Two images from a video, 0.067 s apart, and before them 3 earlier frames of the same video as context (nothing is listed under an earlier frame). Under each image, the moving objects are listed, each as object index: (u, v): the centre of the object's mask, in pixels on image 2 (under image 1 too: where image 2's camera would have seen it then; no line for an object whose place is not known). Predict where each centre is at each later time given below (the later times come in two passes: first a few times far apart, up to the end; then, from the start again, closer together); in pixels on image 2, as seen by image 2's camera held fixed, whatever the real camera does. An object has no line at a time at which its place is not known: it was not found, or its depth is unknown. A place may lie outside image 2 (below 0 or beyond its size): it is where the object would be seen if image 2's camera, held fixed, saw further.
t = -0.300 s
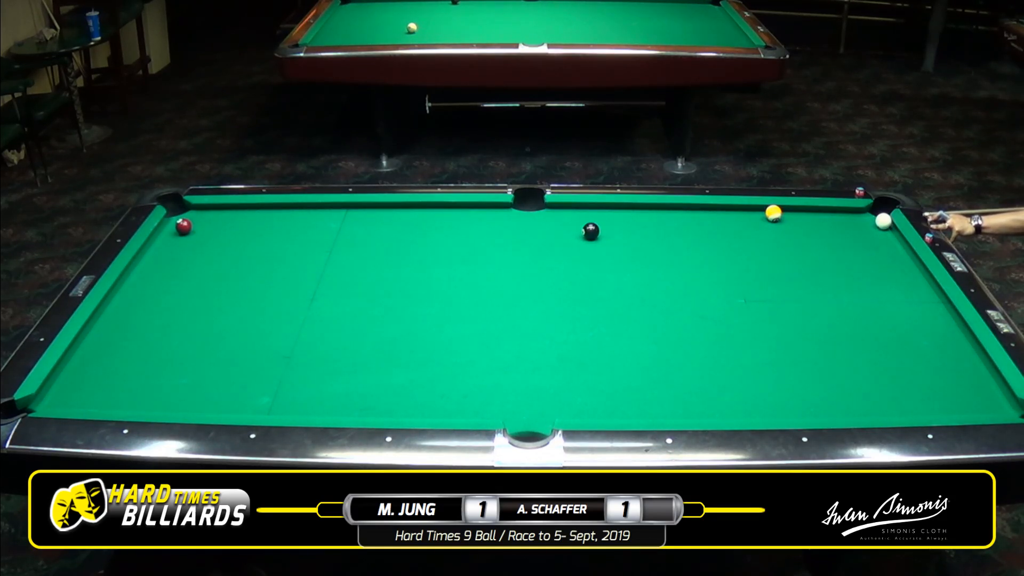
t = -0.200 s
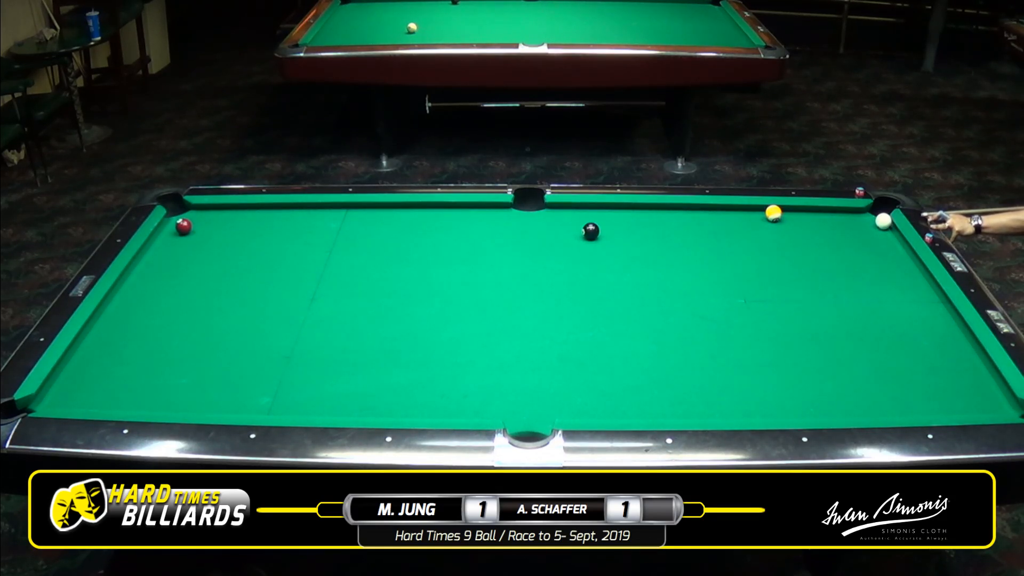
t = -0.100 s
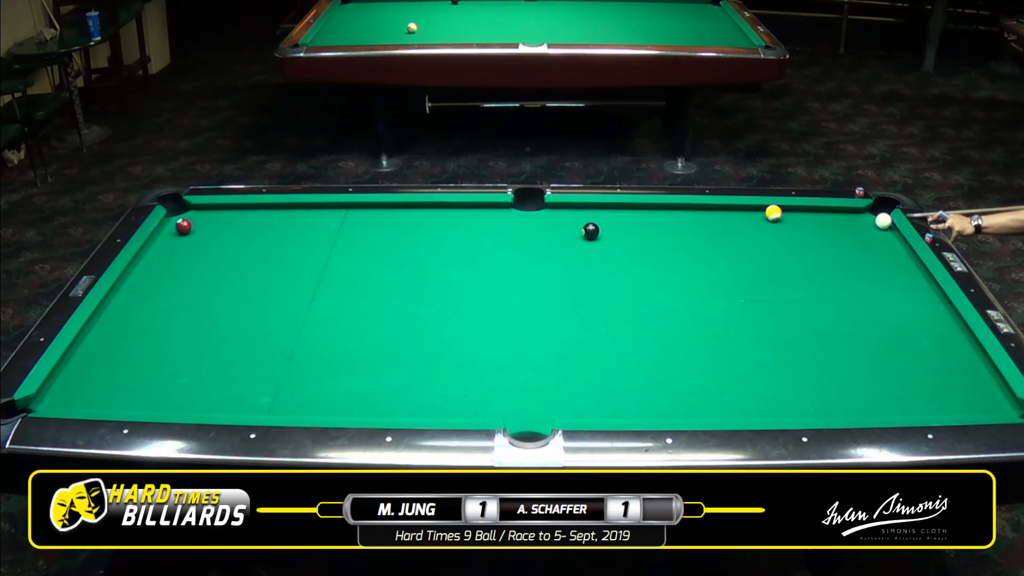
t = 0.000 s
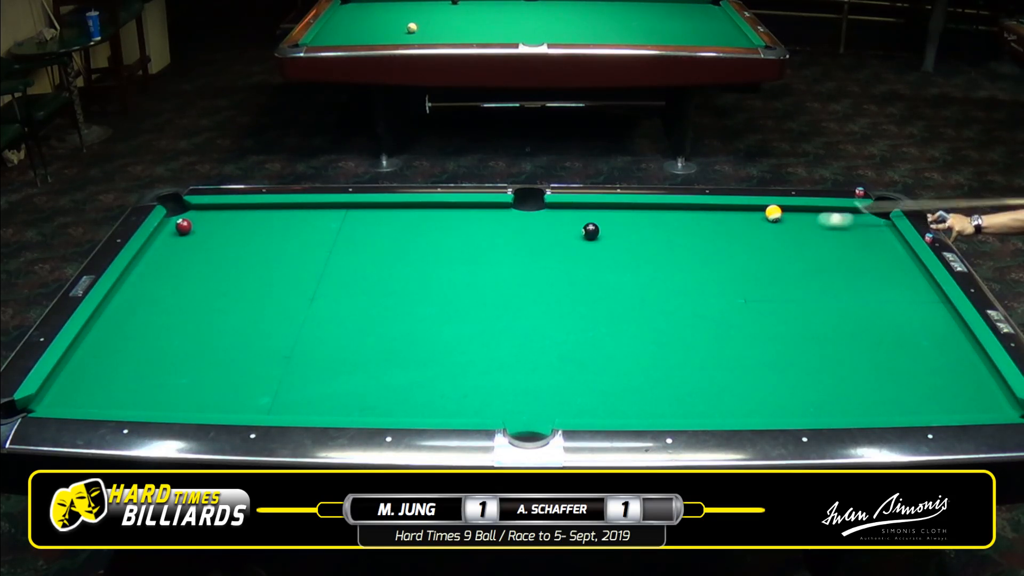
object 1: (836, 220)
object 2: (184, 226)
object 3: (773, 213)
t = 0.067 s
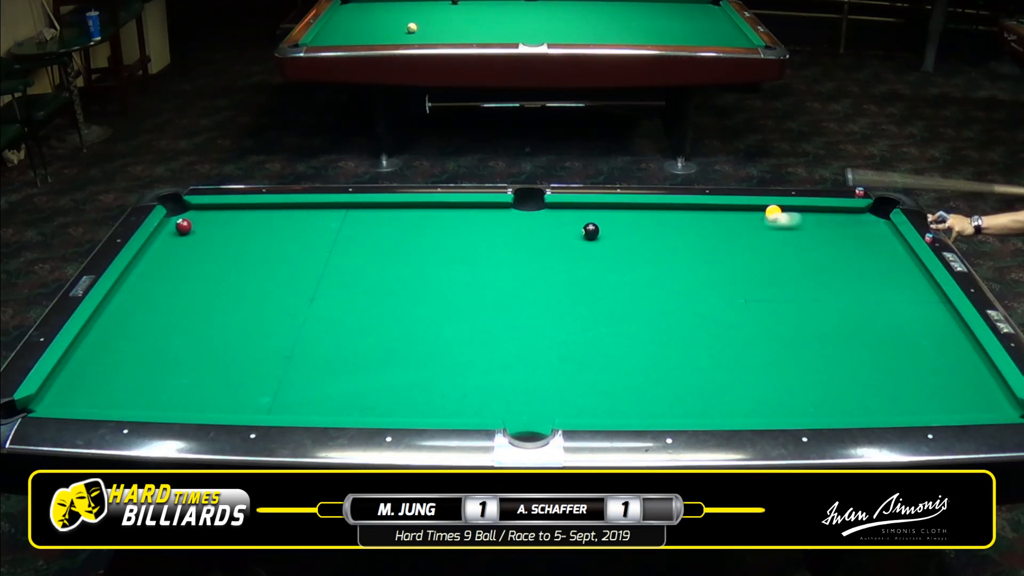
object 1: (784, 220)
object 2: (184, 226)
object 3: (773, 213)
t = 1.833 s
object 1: (233, 256)
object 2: (550, 218)
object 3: (773, 213)
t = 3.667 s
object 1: (389, 290)
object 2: (901, 256)
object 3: (863, 229)
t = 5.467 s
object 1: (472, 309)
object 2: (863, 283)
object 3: (788, 251)
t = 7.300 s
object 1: (481, 312)
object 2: (852, 287)
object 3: (768, 257)
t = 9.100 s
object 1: (481, 310)
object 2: (852, 287)
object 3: (768, 257)
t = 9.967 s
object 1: (481, 309)
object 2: (853, 287)
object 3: (768, 257)
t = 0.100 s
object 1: (753, 220)
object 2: (184, 226)
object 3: (773, 213)
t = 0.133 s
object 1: (729, 220)
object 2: (184, 226)
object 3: (773, 213)
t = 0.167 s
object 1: (701, 220)
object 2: (184, 226)
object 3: (773, 213)
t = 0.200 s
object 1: (673, 221)
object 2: (183, 226)
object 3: (773, 213)
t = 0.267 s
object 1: (617, 221)
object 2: (184, 226)
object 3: (773, 213)
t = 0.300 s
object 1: (589, 219)
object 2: (184, 226)
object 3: (773, 213)
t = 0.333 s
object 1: (561, 221)
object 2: (184, 226)
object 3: (773, 213)
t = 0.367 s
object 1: (532, 221)
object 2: (184, 226)
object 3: (773, 213)
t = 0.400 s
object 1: (504, 222)
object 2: (184, 226)
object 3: (773, 213)
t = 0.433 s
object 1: (475, 222)
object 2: (184, 226)
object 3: (773, 213)
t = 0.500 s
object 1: (418, 223)
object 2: (184, 226)
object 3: (773, 213)
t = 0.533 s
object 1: (390, 223)
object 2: (184, 226)
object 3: (773, 213)
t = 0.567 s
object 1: (362, 224)
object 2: (183, 226)
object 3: (773, 213)
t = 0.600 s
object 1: (334, 224)
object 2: (184, 226)
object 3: (773, 213)
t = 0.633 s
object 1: (307, 225)
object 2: (183, 226)
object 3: (773, 213)
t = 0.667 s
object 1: (280, 225)
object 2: (183, 226)
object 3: (773, 213)
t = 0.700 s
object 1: (253, 226)
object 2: (184, 226)
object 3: (773, 213)
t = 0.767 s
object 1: (204, 227)
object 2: (183, 226)
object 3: (773, 213)
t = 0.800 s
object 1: (196, 229)
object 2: (167, 225)
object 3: (773, 213)
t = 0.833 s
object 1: (193, 230)
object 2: (177, 224)
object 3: (773, 213)
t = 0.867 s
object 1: (190, 232)
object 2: (193, 222)
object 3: (773, 213)
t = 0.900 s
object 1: (185, 233)
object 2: (205, 224)
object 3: (773, 213)
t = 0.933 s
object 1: (178, 235)
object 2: (218, 224)
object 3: (773, 213)
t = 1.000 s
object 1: (164, 238)
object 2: (242, 223)
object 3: (773, 213)
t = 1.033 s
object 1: (157, 239)
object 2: (255, 223)
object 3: (773, 213)
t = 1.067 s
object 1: (156, 240)
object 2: (267, 223)
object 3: (773, 213)
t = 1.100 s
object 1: (160, 241)
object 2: (279, 223)
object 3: (773, 213)
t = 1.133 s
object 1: (163, 241)
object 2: (292, 222)
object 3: (773, 213)
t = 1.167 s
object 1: (167, 242)
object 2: (304, 222)
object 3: (773, 213)
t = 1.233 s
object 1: (174, 244)
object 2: (329, 221)
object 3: (773, 213)
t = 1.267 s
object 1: (177, 244)
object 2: (341, 221)
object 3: (773, 213)
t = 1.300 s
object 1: (180, 245)
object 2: (354, 221)
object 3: (773, 213)
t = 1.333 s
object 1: (183, 246)
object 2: (367, 220)
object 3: (773, 213)
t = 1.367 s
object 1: (187, 246)
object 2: (379, 221)
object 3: (773, 213)
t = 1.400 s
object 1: (190, 247)
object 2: (391, 220)
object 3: (773, 213)
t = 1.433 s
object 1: (194, 248)
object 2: (404, 220)
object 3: (773, 213)
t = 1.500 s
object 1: (200, 249)
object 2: (429, 219)
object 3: (773, 213)
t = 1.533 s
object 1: (204, 250)
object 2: (441, 219)
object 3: (773, 213)
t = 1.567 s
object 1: (207, 251)
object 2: (453, 219)
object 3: (773, 213)
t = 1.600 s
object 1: (210, 252)
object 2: (466, 219)
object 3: (773, 213)
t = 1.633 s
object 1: (213, 252)
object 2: (478, 219)
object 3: (773, 213)
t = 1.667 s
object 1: (217, 253)
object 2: (490, 218)
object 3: (773, 213)
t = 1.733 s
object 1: (223, 254)
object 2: (514, 218)
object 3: (773, 213)
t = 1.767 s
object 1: (227, 255)
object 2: (526, 218)
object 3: (773, 213)
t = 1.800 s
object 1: (230, 256)
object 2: (538, 218)
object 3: (773, 213)
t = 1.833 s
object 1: (233, 256)
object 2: (550, 218)
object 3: (773, 213)
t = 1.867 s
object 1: (236, 257)
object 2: (563, 218)
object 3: (773, 213)
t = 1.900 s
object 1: (239, 258)
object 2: (574, 217)
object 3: (773, 213)
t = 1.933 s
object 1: (243, 259)
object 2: (586, 217)
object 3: (773, 213)
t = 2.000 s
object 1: (249, 260)
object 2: (610, 217)
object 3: (773, 213)
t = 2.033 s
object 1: (252, 261)
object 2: (622, 217)
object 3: (773, 213)
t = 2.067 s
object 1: (255, 261)
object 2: (633, 217)
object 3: (773, 213)
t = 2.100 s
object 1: (258, 262)
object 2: (645, 217)
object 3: (773, 213)
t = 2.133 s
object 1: (262, 263)
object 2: (656, 216)
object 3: (773, 213)
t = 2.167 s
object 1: (265, 263)
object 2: (668, 217)
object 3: (773, 213)
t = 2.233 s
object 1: (271, 265)
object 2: (690, 217)
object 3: (773, 213)
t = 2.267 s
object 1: (274, 265)
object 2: (701, 216)
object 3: (773, 213)
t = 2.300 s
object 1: (277, 266)
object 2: (713, 216)
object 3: (773, 213)
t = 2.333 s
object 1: (280, 267)
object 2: (723, 217)
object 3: (773, 213)
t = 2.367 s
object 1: (283, 267)
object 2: (735, 216)
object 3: (773, 213)
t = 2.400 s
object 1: (286, 268)
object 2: (745, 216)
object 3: (773, 213)
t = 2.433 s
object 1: (289, 269)
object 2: (756, 216)
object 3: (774, 213)
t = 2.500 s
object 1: (295, 270)
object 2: (765, 219)
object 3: (786, 211)
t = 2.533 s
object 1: (298, 270)
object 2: (769, 220)
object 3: (792, 210)
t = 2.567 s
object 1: (301, 271)
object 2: (773, 221)
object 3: (797, 210)
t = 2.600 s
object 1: (304, 272)
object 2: (777, 222)
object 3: (802, 210)
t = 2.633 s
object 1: (307, 273)
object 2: (781, 223)
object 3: (806, 211)
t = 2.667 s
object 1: (310, 273)
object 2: (786, 224)
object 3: (811, 211)
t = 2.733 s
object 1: (316, 274)
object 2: (794, 226)
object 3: (820, 213)
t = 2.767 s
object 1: (319, 275)
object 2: (798, 227)
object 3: (824, 214)
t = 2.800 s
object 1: (322, 276)
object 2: (802, 229)
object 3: (829, 214)
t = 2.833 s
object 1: (325, 276)
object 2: (806, 230)
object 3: (833, 215)
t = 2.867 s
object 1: (328, 277)
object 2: (810, 231)
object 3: (838, 215)
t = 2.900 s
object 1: (330, 277)
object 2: (814, 232)
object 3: (842, 216)
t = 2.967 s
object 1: (336, 279)
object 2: (822, 234)
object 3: (851, 217)
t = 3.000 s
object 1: (339, 279)
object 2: (827, 235)
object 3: (855, 218)
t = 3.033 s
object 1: (341, 280)
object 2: (831, 237)
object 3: (860, 219)
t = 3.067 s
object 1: (344, 280)
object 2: (834, 238)
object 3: (864, 219)
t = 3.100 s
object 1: (347, 281)
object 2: (838, 239)
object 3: (868, 220)
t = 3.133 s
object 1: (349, 281)
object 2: (842, 239)
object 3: (872, 221)
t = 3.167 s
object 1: (352, 282)
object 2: (846, 240)
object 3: (876, 221)
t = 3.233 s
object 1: (358, 283)
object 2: (853, 243)
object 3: (885, 222)
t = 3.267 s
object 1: (360, 283)
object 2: (857, 243)
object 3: (886, 223)
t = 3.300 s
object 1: (363, 284)
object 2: (860, 245)
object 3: (884, 224)
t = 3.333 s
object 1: (366, 284)
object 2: (864, 246)
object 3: (882, 224)
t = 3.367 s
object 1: (368, 285)
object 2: (868, 247)
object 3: (880, 225)
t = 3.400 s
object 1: (370, 285)
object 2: (872, 248)
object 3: (878, 225)
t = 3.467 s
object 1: (375, 286)
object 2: (880, 250)
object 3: (874, 226)
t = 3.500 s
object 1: (378, 287)
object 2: (883, 251)
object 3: (872, 227)
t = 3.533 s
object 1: (380, 288)
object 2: (886, 252)
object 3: (870, 227)
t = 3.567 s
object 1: (382, 288)
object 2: (890, 254)
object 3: (868, 228)
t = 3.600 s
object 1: (385, 289)
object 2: (894, 255)
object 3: (866, 228)
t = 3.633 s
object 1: (387, 289)
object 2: (897, 256)
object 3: (865, 229)
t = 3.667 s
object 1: (389, 290)
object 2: (901, 256)
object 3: (863, 229)
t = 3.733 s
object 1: (394, 291)
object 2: (908, 258)
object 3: (859, 230)
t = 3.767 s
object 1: (396, 291)
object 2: (912, 260)
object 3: (857, 231)
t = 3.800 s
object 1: (398, 292)
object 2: (913, 260)
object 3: (856, 231)
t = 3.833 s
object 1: (400, 292)
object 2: (912, 261)
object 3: (854, 232)
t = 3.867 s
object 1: (402, 293)
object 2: (910, 261)
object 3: (852, 232)
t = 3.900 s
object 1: (404, 293)
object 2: (909, 262)
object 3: (850, 233)
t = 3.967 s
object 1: (409, 294)
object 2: (906, 263)
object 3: (847, 234)
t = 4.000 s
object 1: (411, 295)
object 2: (905, 264)
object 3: (845, 234)
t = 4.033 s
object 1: (413, 295)
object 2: (903, 264)
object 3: (843, 234)
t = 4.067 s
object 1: (415, 295)
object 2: (902, 265)
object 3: (842, 235)
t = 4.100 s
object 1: (417, 296)
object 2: (901, 266)
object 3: (840, 235)
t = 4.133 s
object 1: (418, 297)
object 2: (900, 266)
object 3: (838, 236)
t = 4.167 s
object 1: (420, 297)
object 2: (898, 267)
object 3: (837, 236)
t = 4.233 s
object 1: (424, 298)
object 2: (896, 268)
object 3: (833, 237)
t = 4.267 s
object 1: (426, 298)
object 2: (895, 269)
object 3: (832, 238)
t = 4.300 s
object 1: (428, 299)
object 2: (894, 269)
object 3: (830, 238)
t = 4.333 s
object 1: (429, 299)
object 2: (893, 269)
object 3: (829, 238)
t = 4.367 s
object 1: (431, 300)
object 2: (891, 270)
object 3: (827, 239)
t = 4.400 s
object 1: (433, 300)
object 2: (891, 270)
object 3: (826, 239)
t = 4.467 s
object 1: (436, 300)
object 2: (888, 271)
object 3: (823, 240)
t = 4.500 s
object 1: (438, 301)
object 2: (888, 272)
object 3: (822, 241)
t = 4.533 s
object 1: (439, 301)
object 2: (886, 272)
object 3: (820, 241)
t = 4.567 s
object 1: (441, 301)
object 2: (885, 273)
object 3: (819, 241)
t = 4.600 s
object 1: (443, 301)
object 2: (884, 273)
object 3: (817, 242)
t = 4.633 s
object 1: (444, 302)
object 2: (883, 274)
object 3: (816, 242)
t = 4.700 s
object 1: (447, 302)
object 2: (881, 275)
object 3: (813, 243)
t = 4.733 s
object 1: (448, 302)
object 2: (880, 275)
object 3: (812, 243)
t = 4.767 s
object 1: (450, 303)
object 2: (880, 276)
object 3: (811, 244)
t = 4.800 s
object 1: (451, 303)
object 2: (878, 276)
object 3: (809, 244)
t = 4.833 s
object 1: (453, 303)
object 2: (877, 276)
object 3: (808, 245)
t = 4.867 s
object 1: (454, 304)
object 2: (876, 277)
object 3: (807, 245)
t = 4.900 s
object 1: (455, 304)
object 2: (875, 277)
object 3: (806, 245)
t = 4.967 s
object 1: (458, 304)
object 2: (874, 278)
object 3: (803, 246)
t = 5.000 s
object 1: (459, 305)
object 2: (873, 278)
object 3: (802, 246)
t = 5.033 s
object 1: (460, 305)
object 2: (872, 279)
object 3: (801, 247)
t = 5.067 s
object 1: (461, 305)
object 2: (871, 279)
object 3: (800, 247)
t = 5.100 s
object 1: (462, 306)
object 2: (870, 279)
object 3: (799, 248)
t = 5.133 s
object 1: (464, 306)
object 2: (869, 280)
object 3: (798, 248)
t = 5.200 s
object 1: (465, 307)
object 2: (868, 280)
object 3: (795, 248)
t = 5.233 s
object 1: (466, 307)
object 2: (867, 281)
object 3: (794, 249)
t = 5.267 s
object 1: (467, 308)
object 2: (867, 281)
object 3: (793, 249)
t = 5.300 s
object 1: (468, 308)
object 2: (866, 281)
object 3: (792, 249)
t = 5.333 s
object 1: (469, 308)
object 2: (865, 282)
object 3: (791, 250)
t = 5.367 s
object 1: (470, 308)
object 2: (864, 282)
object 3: (790, 250)
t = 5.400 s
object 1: (471, 308)
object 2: (864, 282)
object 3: (789, 250)
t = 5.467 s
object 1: (472, 309)
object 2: (863, 283)
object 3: (788, 251)
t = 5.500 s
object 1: (473, 309)
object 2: (862, 283)
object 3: (787, 251)
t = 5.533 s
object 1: (474, 309)
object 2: (862, 284)
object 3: (786, 251)
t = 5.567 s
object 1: (474, 309)
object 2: (861, 284)
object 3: (785, 252)
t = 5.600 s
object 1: (475, 310)
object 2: (861, 284)
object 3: (784, 252)
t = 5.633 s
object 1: (476, 310)
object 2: (861, 285)
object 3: (783, 252)
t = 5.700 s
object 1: (477, 311)
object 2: (859, 285)
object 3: (782, 253)
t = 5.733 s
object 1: (477, 311)
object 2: (859, 285)
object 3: (781, 253)
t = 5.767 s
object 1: (478, 311)
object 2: (859, 285)
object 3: (780, 253)
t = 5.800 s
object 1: (478, 312)
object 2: (858, 285)
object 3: (780, 253)
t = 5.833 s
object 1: (478, 312)
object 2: (858, 286)
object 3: (779, 254)
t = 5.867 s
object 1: (479, 312)
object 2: (857, 286)
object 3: (778, 254)
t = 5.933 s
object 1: (479, 312)
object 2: (857, 286)
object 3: (777, 254)
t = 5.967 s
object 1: (480, 312)
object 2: (856, 286)
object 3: (776, 254)
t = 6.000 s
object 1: (480, 312)
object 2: (856, 286)
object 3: (776, 254)
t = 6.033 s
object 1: (480, 313)
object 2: (856, 286)
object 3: (775, 255)
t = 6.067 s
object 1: (480, 313)
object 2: (855, 286)
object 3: (774, 255)
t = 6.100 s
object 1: (480, 313)
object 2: (855, 287)
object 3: (774, 255)
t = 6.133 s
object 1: (481, 313)
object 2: (855, 287)
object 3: (773, 255)
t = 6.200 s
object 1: (481, 313)
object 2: (854, 287)
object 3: (772, 255)
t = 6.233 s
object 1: (481, 313)
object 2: (854, 287)
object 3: (772, 255)
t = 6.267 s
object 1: (481, 313)
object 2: (854, 287)
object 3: (772, 255)
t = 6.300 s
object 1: (481, 313)
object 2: (854, 287)
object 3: (771, 255)
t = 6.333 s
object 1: (481, 313)
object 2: (854, 287)
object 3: (771, 256)
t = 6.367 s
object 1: (481, 313)
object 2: (853, 287)
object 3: (770, 256)
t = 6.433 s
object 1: (481, 313)
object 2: (853, 287)
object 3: (770, 256)
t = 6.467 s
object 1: (481, 313)
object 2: (853, 287)
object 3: (769, 256)
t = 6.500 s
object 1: (481, 313)
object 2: (853, 287)
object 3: (769, 256)
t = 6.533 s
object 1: (481, 313)
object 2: (853, 287)
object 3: (769, 256)
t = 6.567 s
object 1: (481, 313)
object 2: (852, 287)
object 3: (769, 256)
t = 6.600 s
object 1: (481, 313)
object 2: (853, 287)
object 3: (769, 256)
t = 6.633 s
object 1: (481, 313)
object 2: (853, 287)
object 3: (768, 256)
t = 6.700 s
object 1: (481, 313)
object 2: (852, 287)
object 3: (768, 256)
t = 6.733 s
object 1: (481, 313)
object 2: (852, 287)
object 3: (768, 257)
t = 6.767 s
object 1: (481, 313)
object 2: (852, 287)
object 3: (768, 257)
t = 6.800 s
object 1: (481, 312)
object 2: (852, 287)
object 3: (768, 257)
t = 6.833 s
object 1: (481, 312)
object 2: (853, 287)
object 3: (768, 257)
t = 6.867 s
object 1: (481, 312)
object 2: (852, 287)
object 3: (768, 257)
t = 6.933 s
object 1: (481, 312)
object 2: (852, 287)
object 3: (768, 257)
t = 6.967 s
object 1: (481, 312)
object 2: (853, 287)
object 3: (768, 257)
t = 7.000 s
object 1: (481, 312)
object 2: (853, 287)
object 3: (768, 257)
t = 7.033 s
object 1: (481, 312)
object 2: (853, 287)
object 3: (768, 257)
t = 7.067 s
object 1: (481, 312)
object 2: (852, 287)
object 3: (768, 257)
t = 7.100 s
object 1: (481, 312)
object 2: (853, 287)
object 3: (768, 257)
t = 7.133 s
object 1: (481, 312)
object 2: (853, 287)
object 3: (768, 257)
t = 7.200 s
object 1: (481, 312)
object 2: (853, 287)
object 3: (768, 257)
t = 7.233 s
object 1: (481, 312)
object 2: (853, 287)
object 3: (768, 257)
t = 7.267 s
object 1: (481, 312)
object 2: (852, 287)
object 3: (768, 257)
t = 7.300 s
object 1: (481, 312)
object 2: (852, 287)
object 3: (768, 257)
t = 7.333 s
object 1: (481, 312)
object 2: (852, 287)
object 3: (768, 257)
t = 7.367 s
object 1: (481, 312)
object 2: (852, 287)
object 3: (768, 257)
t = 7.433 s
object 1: (481, 312)
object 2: (852, 287)
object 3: (768, 257)
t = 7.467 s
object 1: (481, 312)
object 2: (852, 287)
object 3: (768, 257)
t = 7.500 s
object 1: (481, 312)
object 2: (853, 287)
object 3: (768, 257)
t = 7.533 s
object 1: (481, 312)
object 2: (853, 287)
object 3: (768, 257)
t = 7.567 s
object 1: (481, 312)
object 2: (852, 287)
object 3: (768, 257)
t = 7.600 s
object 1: (481, 312)
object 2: (852, 287)
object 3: (768, 257)
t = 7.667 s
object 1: (481, 312)
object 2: (852, 287)
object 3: (768, 257)
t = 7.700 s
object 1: (481, 312)
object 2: (852, 287)
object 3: (768, 257)
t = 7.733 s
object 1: (482, 312)
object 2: (852, 287)
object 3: (768, 257)
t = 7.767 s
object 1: (481, 312)
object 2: (853, 287)
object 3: (768, 257)
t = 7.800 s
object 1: (481, 312)
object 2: (852, 287)
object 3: (768, 257)
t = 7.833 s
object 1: (481, 312)
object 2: (853, 287)
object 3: (768, 257)
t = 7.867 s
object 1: (481, 312)
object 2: (852, 287)
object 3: (768, 257)
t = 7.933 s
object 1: (481, 312)
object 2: (852, 287)
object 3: (768, 257)
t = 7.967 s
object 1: (481, 312)
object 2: (853, 287)
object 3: (768, 257)
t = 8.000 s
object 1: (481, 312)
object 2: (853, 287)
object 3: (768, 257)
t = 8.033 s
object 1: (481, 312)
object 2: (852, 287)
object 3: (768, 257)
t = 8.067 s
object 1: (481, 312)
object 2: (853, 287)
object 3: (768, 257)
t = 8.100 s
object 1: (481, 312)
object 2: (853, 287)
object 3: (768, 257)
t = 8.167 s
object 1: (481, 312)
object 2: (853, 287)
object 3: (768, 257)
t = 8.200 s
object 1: (481, 312)
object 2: (852, 287)
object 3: (768, 257)
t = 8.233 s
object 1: (481, 312)
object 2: (853, 287)
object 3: (768, 257)
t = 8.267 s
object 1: (481, 312)
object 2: (852, 287)
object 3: (768, 257)
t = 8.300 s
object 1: (481, 312)
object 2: (853, 287)
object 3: (768, 257)
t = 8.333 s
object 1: (481, 312)
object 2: (853, 287)
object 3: (768, 257)
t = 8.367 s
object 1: (481, 312)
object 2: (853, 287)
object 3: (768, 257)
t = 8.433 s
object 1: (481, 311)
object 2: (852, 287)
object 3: (768, 257)
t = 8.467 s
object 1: (481, 311)
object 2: (852, 287)
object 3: (768, 257)
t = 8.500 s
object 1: (481, 311)
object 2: (852, 287)
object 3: (768, 257)
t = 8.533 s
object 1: (481, 311)
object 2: (853, 287)
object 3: (768, 257)
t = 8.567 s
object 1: (481, 311)
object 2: (853, 287)
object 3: (768, 257)
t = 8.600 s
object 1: (481, 311)
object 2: (853, 287)
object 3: (768, 257)
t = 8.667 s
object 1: (481, 311)
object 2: (853, 287)
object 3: (768, 257)
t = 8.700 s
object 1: (481, 311)
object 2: (853, 287)
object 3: (768, 257)
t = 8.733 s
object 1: (481, 311)
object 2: (853, 287)
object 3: (768, 257)
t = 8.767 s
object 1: (481, 311)
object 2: (852, 287)
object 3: (768, 257)
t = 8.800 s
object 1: (481, 311)
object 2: (852, 287)
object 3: (768, 257)
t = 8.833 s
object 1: (481, 311)
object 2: (853, 287)
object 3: (768, 257)
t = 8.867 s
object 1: (481, 311)
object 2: (853, 287)
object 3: (768, 257)
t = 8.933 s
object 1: (481, 311)
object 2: (852, 287)
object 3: (768, 257)
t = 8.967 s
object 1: (481, 311)
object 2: (853, 287)
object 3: (768, 257)
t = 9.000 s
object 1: (481, 311)
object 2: (853, 287)
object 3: (768, 257)
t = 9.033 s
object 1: (481, 311)
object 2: (853, 287)
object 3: (768, 257)
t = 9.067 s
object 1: (481, 311)
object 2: (852, 287)
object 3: (768, 257)
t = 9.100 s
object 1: (481, 310)
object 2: (852, 287)
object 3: (768, 257)
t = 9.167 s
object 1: (481, 310)
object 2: (852, 287)
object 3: (768, 257)
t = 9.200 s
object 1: (481, 310)
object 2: (853, 287)
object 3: (768, 257)
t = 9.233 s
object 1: (481, 310)
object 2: (853, 287)
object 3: (768, 257)
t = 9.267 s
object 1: (481, 310)
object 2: (852, 287)
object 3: (768, 257)
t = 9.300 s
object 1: (481, 310)
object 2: (853, 287)
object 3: (768, 257)
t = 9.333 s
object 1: (481, 310)
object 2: (853, 287)
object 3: (768, 257)
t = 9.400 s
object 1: (481, 310)
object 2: (853, 287)
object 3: (768, 257)
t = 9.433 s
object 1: (481, 310)
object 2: (852, 287)
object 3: (768, 257)
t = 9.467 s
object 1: (481, 310)
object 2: (852, 287)
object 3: (768, 257)
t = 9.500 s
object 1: (481, 310)
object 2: (852, 287)
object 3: (768, 257)
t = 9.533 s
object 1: (481, 310)
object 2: (852, 287)
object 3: (768, 257)
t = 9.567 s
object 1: (481, 310)
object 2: (853, 287)
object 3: (768, 257)
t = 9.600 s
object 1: (481, 310)
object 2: (852, 287)
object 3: (768, 257)
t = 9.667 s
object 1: (481, 309)
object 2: (852, 287)
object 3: (768, 257)
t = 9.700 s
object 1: (481, 309)
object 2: (852, 287)
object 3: (768, 257)
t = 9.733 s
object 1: (481, 309)
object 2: (853, 287)
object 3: (768, 257)
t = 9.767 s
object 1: (481, 309)
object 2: (852, 287)
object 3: (768, 257)
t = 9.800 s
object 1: (481, 309)
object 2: (853, 287)
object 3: (768, 257)
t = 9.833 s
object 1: (481, 309)
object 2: (852, 287)
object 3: (768, 257)
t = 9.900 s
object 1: (481, 309)
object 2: (852, 287)
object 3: (768, 257)
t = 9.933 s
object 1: (481, 309)
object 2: (852, 287)
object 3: (768, 257)
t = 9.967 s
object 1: (481, 309)
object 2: (853, 287)
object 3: (768, 257)
